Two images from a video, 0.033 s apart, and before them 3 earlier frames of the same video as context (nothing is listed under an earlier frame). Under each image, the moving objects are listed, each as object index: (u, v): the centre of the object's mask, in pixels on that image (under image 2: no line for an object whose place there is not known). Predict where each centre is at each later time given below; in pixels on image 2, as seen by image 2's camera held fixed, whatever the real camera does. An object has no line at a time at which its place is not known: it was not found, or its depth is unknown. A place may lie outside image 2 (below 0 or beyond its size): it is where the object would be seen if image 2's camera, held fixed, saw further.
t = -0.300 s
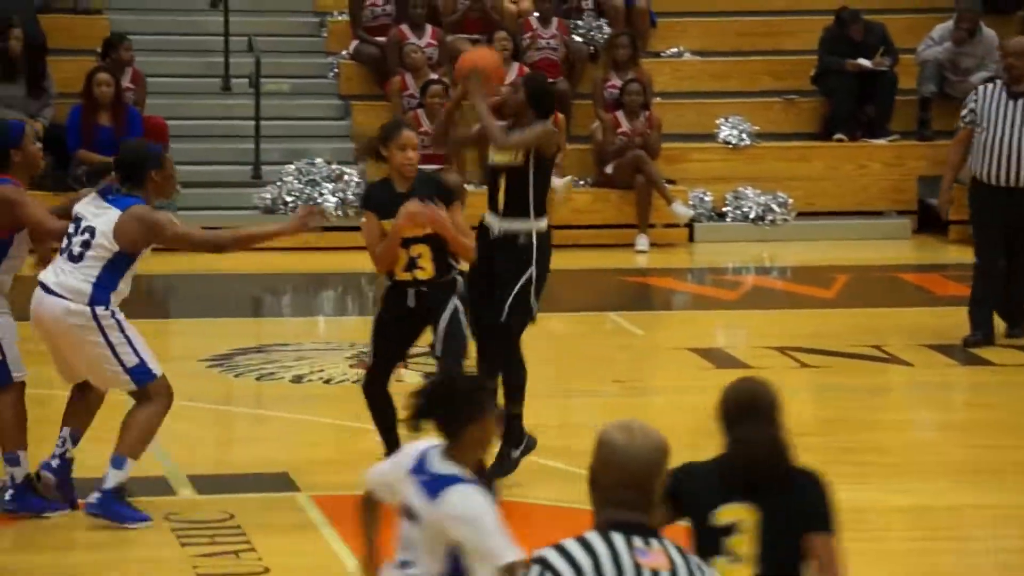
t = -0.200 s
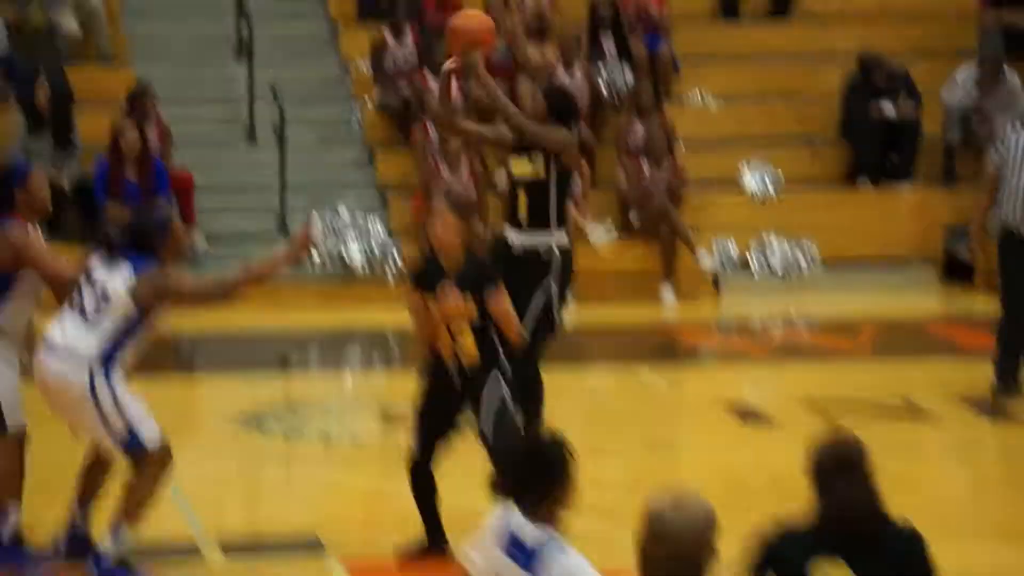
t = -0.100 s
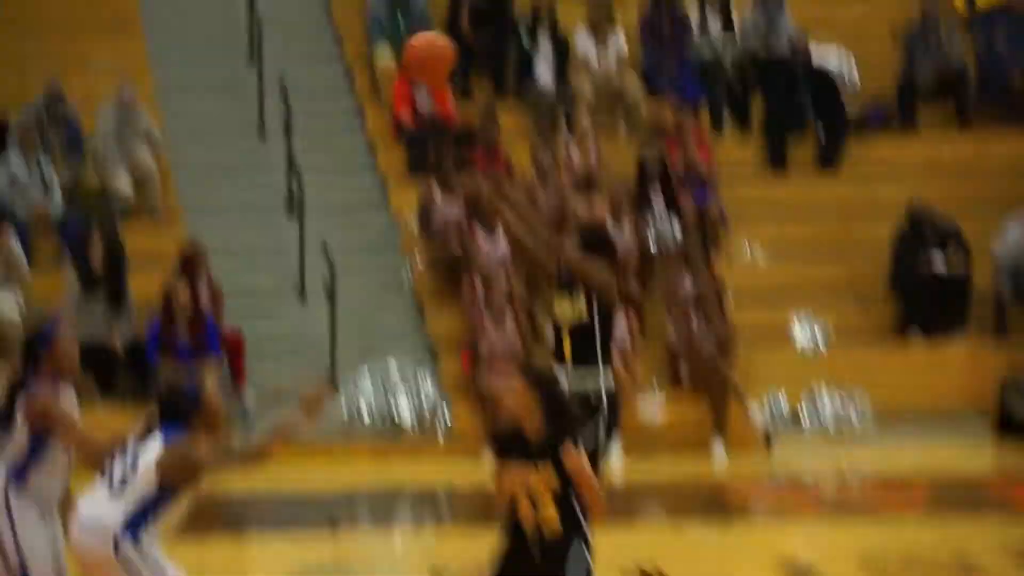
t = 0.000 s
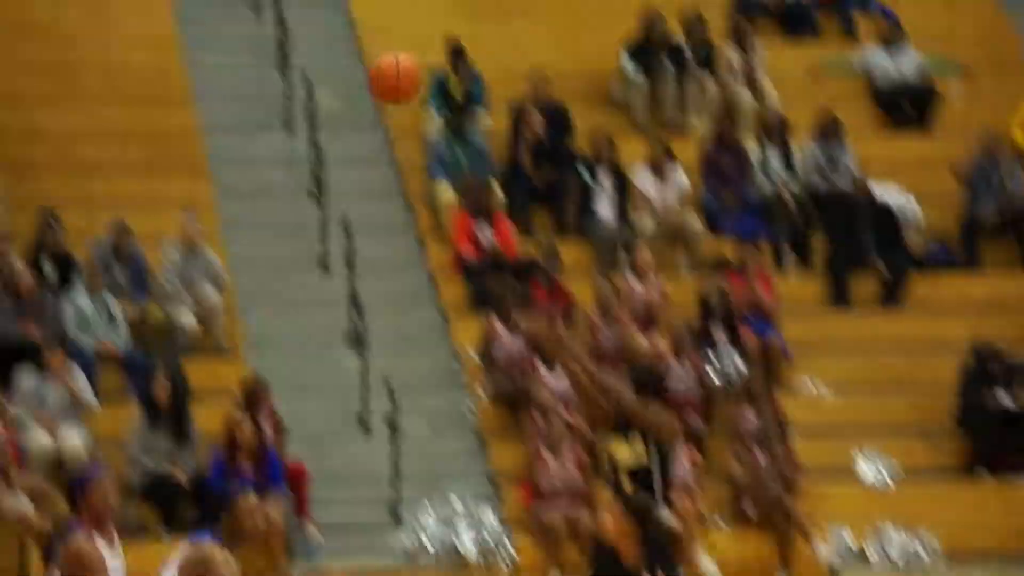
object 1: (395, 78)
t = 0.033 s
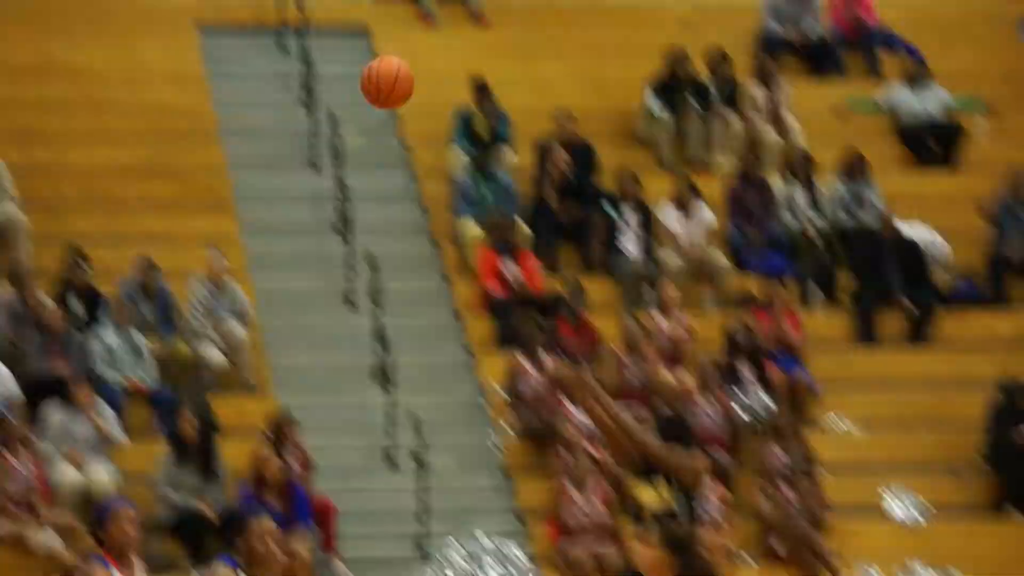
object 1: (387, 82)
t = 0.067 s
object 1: (354, 52)
